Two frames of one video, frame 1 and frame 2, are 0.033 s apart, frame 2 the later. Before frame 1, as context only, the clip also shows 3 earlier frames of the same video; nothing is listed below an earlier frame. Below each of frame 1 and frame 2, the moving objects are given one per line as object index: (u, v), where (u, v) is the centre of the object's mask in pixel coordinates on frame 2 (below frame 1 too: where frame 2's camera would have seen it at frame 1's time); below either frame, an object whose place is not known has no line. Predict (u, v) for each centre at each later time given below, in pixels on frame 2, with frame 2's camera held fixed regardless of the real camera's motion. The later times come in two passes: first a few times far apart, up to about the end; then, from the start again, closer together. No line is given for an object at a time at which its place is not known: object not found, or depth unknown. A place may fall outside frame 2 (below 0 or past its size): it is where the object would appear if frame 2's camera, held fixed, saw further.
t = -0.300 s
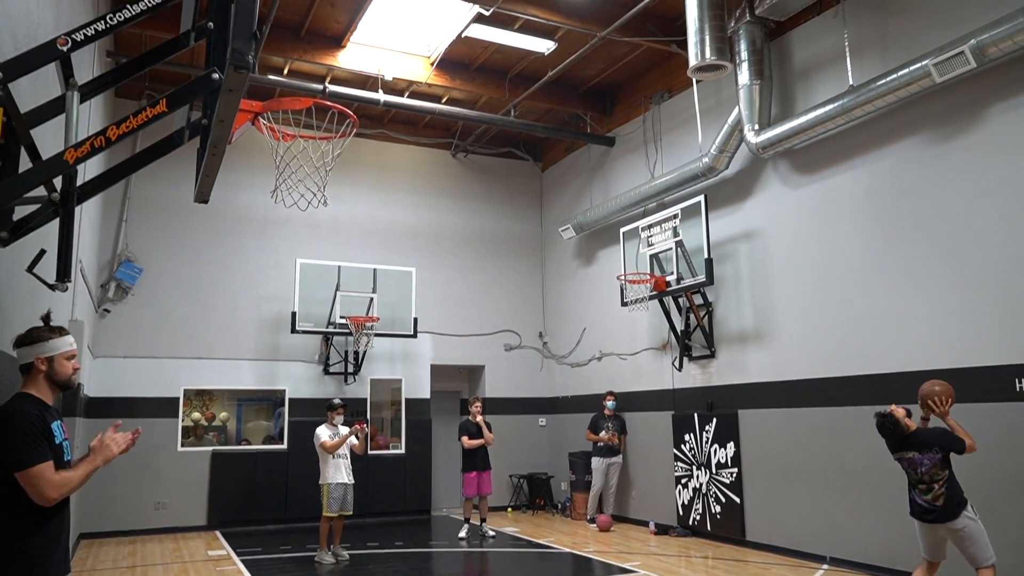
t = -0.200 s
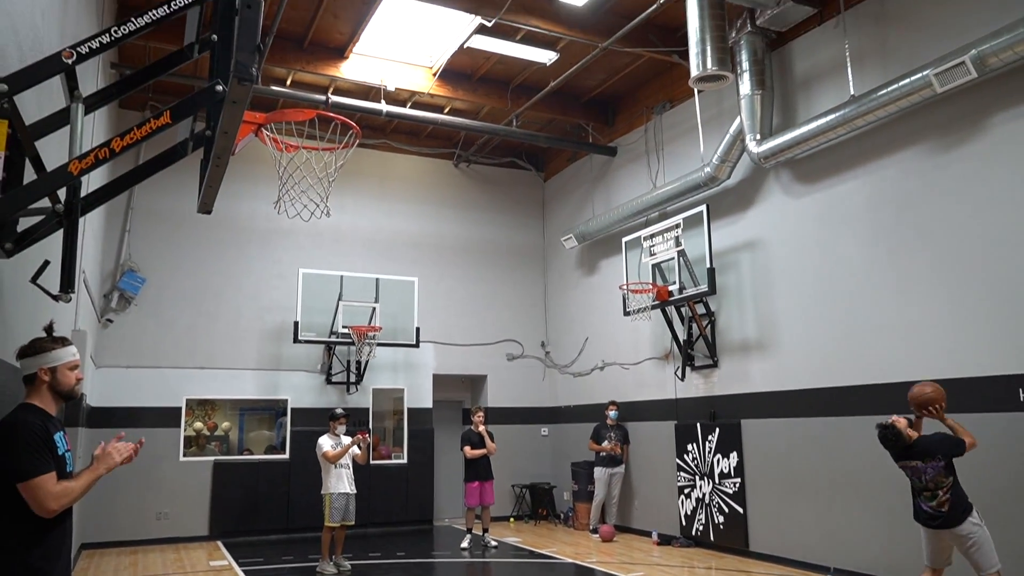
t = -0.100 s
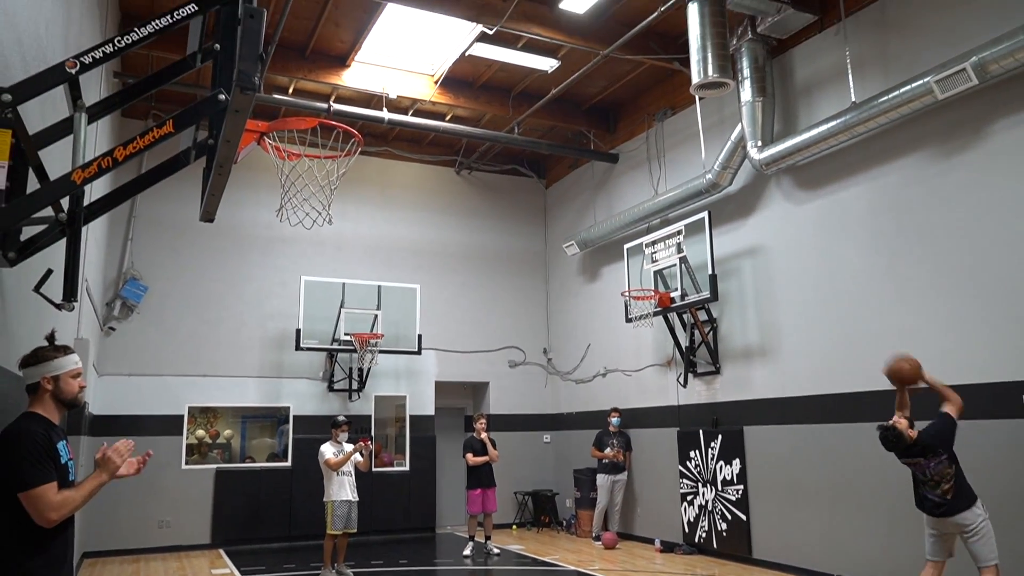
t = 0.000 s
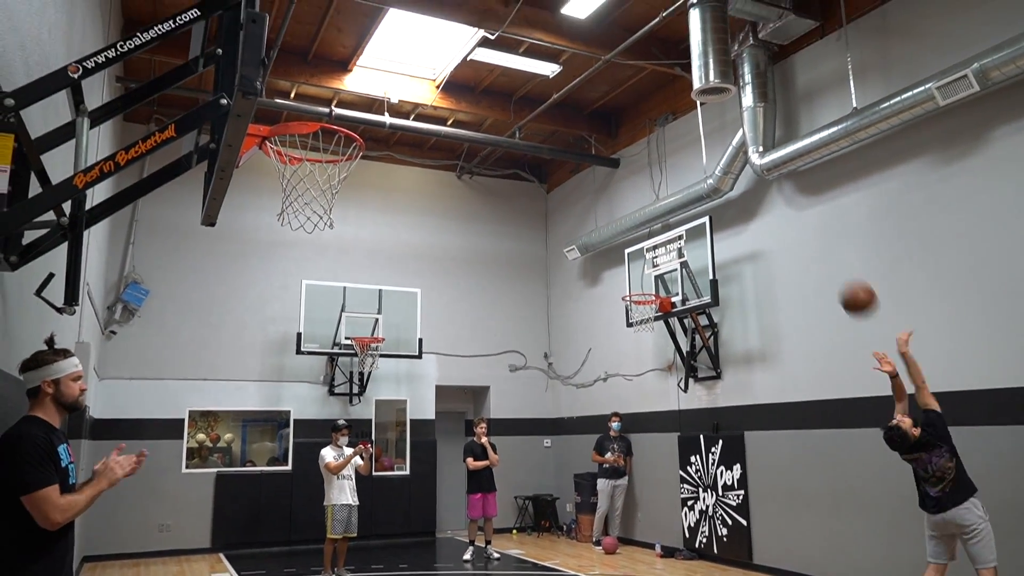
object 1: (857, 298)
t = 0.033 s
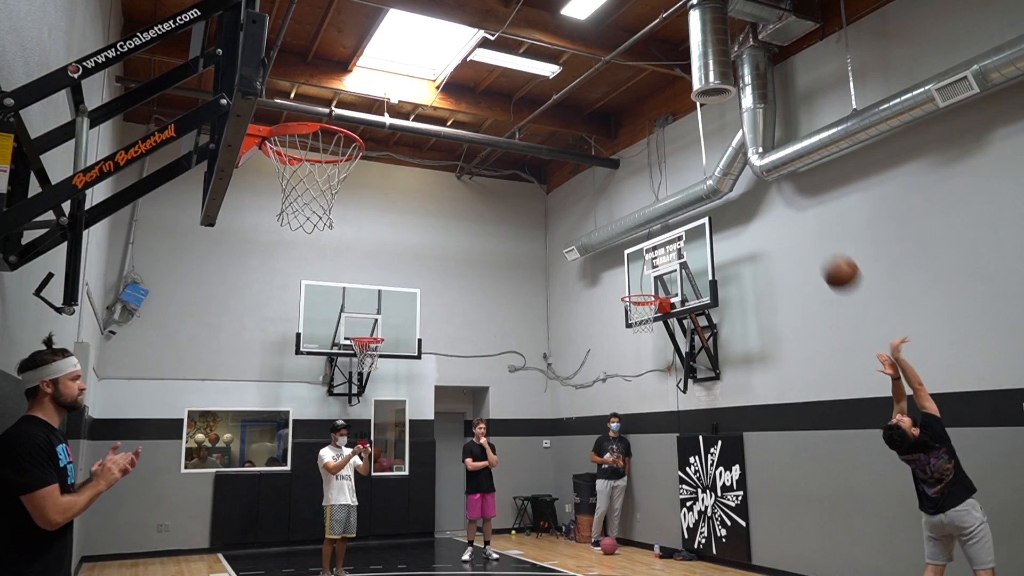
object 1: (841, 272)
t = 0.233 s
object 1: (743, 140)
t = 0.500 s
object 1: (605, 34)
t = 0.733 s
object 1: (477, 16)
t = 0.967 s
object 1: (312, 87)
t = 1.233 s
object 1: (369, 103)
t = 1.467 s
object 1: (482, 155)
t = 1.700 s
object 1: (572, 269)
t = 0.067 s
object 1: (825, 246)
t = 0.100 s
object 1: (808, 223)
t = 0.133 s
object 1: (792, 199)
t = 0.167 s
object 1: (777, 179)
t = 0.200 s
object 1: (760, 159)
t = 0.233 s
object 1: (743, 140)
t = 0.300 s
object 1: (710, 106)
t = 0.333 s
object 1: (691, 91)
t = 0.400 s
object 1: (659, 65)
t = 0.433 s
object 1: (642, 53)
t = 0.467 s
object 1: (624, 43)
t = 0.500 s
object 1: (605, 34)
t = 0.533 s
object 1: (590, 30)
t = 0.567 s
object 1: (569, 24)
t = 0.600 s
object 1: (549, 18)
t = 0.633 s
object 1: (536, 16)
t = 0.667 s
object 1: (513, 14)
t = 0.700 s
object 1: (493, 14)
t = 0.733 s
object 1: (477, 16)
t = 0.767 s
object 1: (455, 19)
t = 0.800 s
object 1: (432, 25)
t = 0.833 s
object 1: (408, 36)
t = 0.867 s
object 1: (385, 47)
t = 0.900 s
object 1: (358, 59)
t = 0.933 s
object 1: (335, 71)
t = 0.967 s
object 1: (312, 87)
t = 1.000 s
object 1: (283, 105)
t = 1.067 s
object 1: (273, 110)
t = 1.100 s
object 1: (290, 106)
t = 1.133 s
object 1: (312, 104)
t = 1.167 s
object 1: (331, 103)
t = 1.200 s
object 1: (350, 103)
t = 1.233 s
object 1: (369, 103)
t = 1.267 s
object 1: (387, 107)
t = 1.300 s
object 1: (404, 111)
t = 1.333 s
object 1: (422, 118)
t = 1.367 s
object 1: (437, 125)
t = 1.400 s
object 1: (452, 133)
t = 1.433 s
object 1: (468, 145)
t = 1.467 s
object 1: (482, 155)
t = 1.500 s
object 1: (495, 167)
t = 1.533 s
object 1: (509, 181)
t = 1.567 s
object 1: (522, 196)
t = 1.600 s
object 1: (535, 212)
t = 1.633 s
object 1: (548, 230)
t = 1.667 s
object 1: (560, 248)
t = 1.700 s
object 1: (572, 269)
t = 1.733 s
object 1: (584, 289)
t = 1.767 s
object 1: (596, 311)
